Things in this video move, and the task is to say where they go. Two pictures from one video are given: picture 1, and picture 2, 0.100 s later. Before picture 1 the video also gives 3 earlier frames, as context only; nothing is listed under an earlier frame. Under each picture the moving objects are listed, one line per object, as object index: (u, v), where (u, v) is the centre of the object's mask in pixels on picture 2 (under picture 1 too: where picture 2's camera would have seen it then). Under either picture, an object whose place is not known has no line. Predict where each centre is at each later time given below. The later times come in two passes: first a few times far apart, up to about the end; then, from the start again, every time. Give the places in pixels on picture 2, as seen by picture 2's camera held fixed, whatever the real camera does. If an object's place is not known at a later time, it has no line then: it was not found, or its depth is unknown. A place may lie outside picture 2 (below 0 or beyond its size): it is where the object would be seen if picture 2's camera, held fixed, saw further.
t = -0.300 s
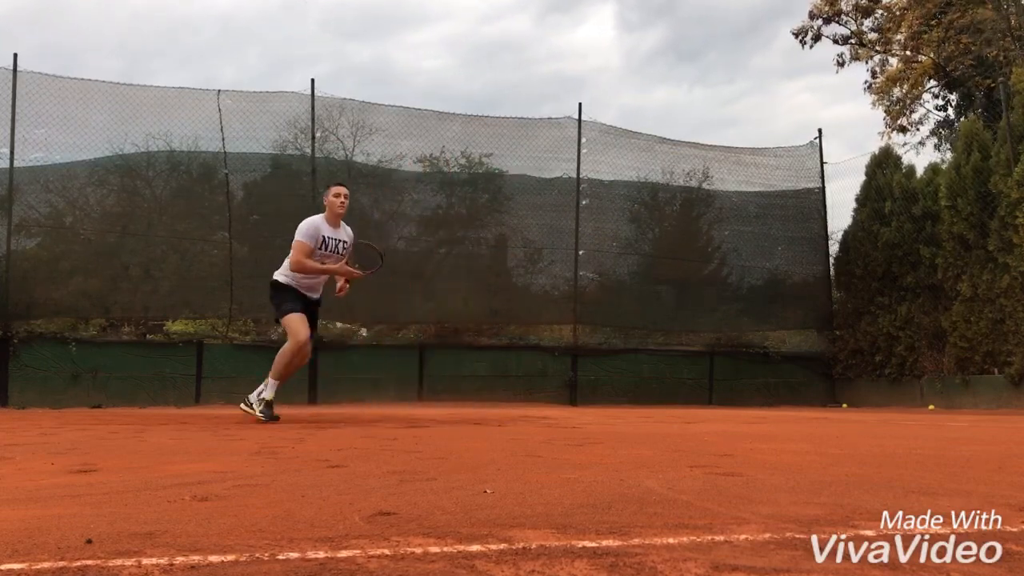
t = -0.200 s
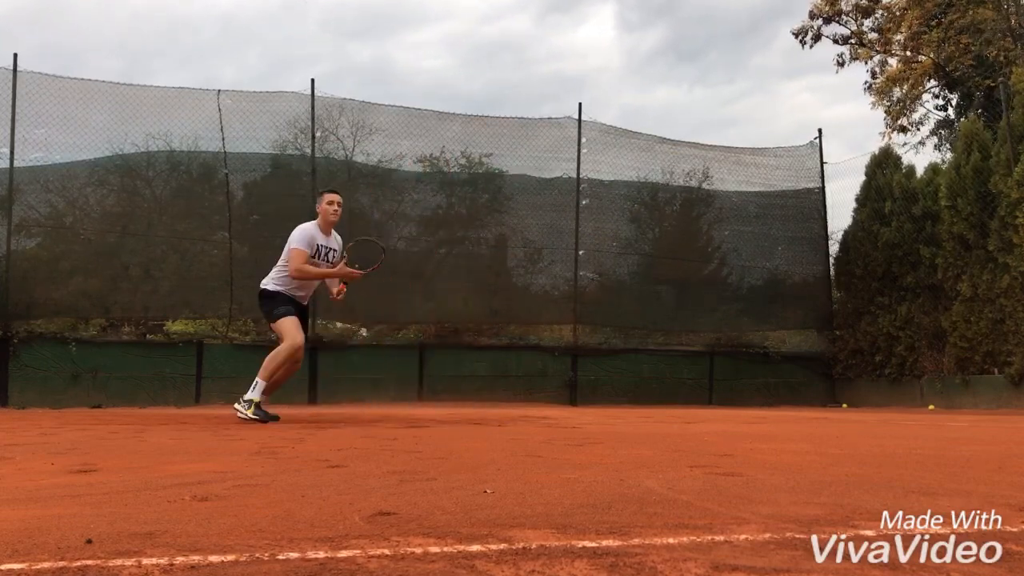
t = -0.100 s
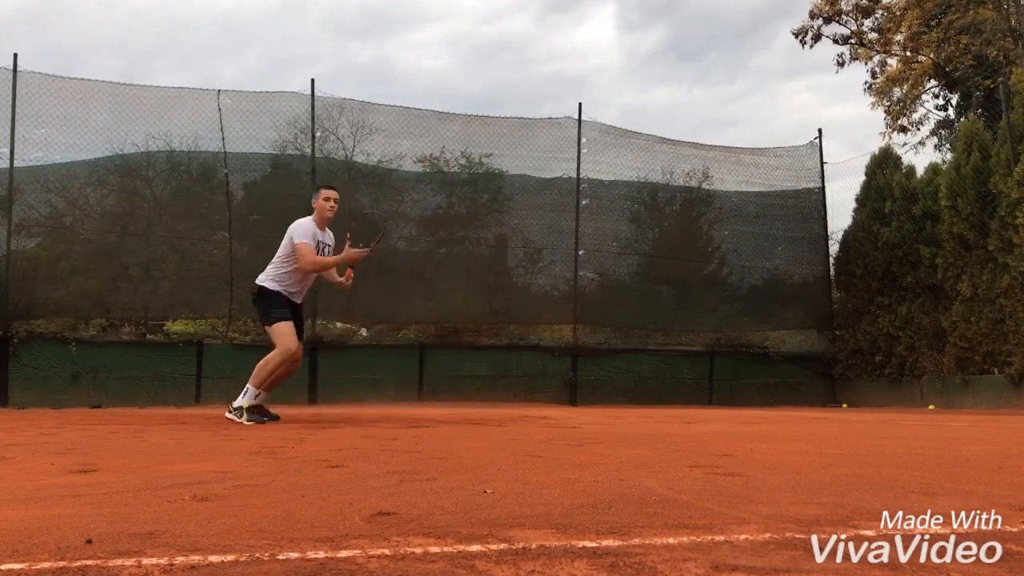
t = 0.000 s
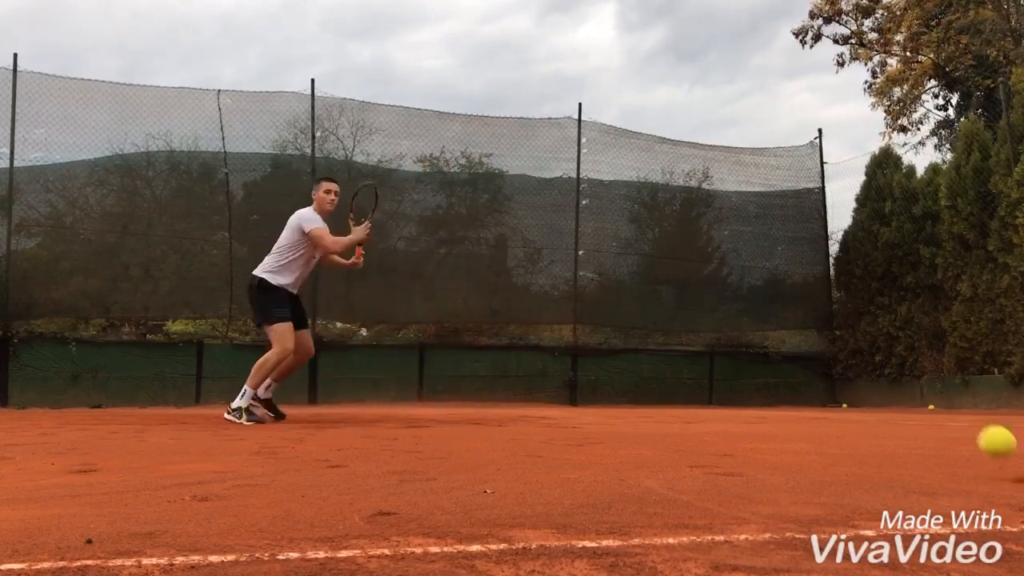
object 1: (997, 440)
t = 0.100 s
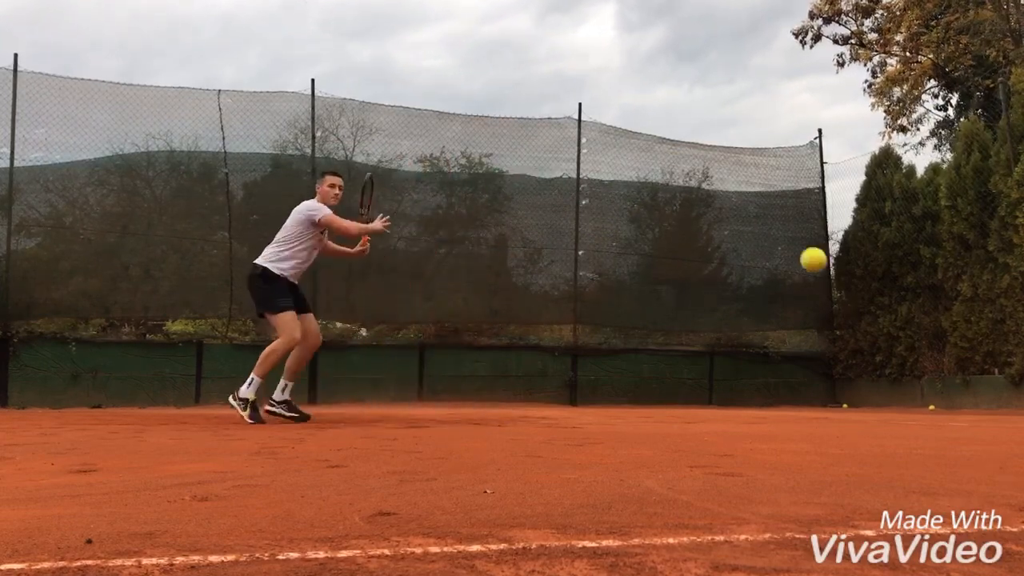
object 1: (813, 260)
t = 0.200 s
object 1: (704, 179)
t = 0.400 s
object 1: (582, 150)
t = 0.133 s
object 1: (771, 225)
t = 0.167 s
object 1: (735, 199)
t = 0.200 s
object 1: (704, 179)
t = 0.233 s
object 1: (677, 165)
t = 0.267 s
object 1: (653, 156)
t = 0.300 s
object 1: (632, 150)
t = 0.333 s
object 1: (613, 148)
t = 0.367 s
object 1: (596, 148)
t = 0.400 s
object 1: (582, 150)
